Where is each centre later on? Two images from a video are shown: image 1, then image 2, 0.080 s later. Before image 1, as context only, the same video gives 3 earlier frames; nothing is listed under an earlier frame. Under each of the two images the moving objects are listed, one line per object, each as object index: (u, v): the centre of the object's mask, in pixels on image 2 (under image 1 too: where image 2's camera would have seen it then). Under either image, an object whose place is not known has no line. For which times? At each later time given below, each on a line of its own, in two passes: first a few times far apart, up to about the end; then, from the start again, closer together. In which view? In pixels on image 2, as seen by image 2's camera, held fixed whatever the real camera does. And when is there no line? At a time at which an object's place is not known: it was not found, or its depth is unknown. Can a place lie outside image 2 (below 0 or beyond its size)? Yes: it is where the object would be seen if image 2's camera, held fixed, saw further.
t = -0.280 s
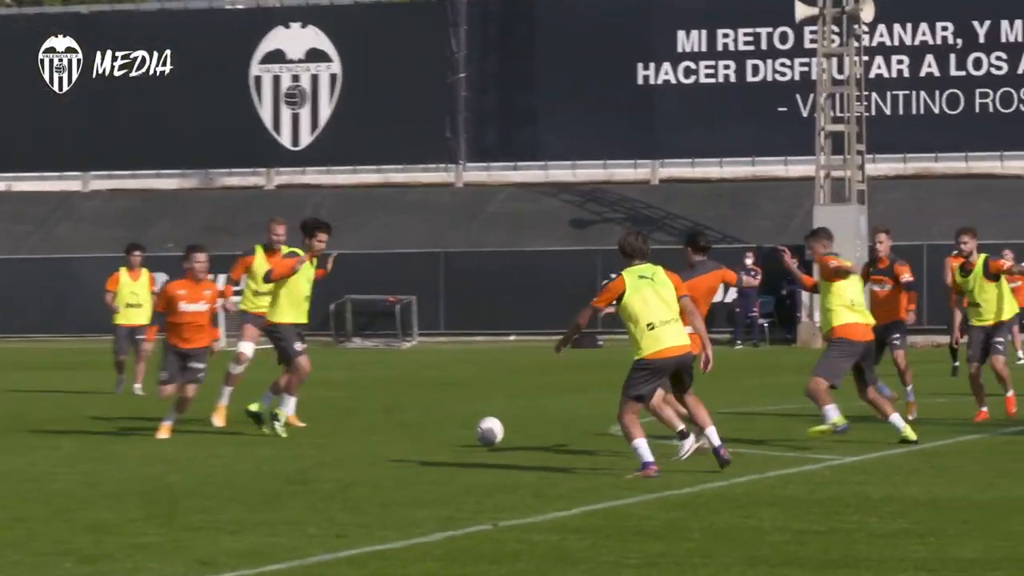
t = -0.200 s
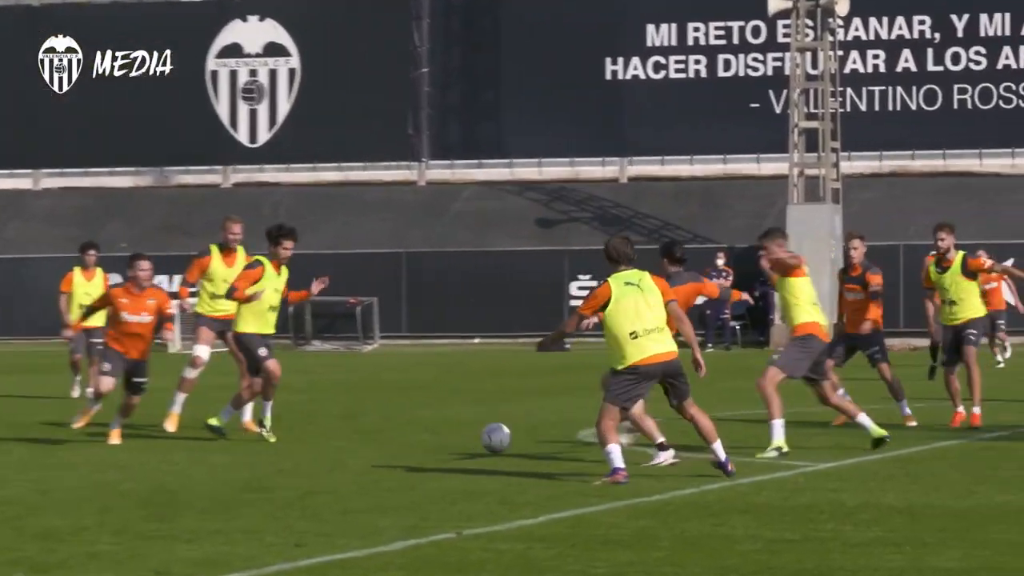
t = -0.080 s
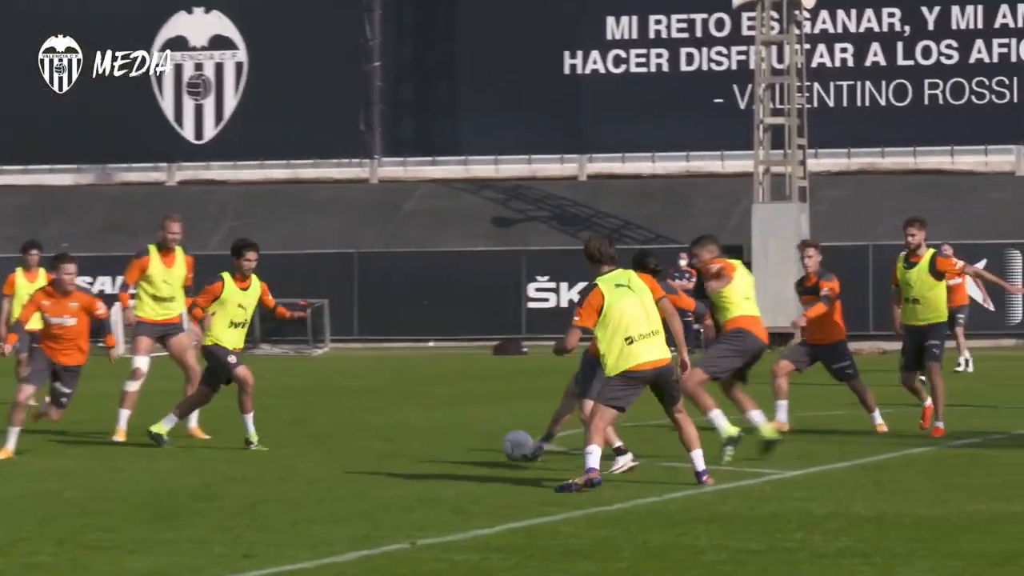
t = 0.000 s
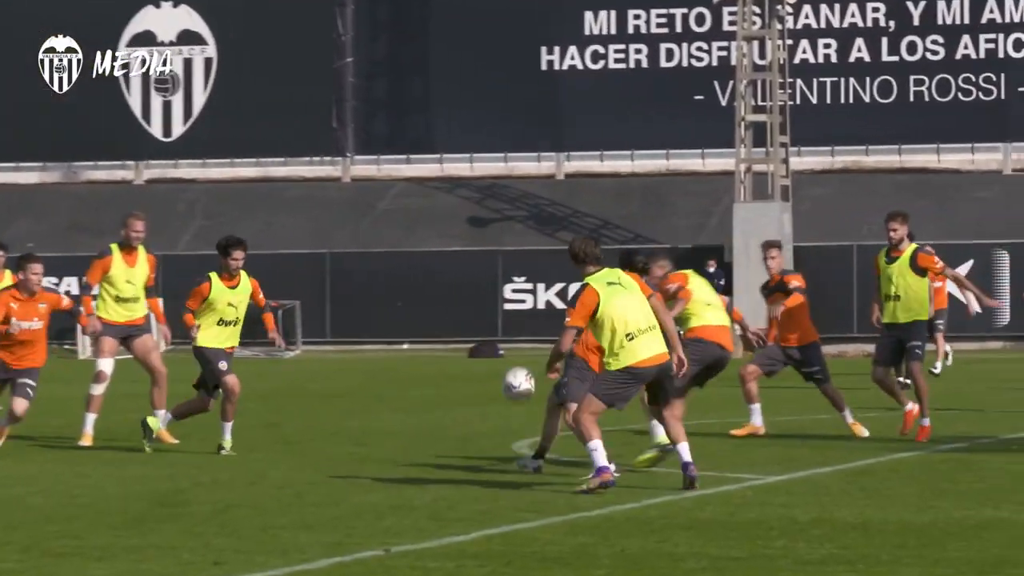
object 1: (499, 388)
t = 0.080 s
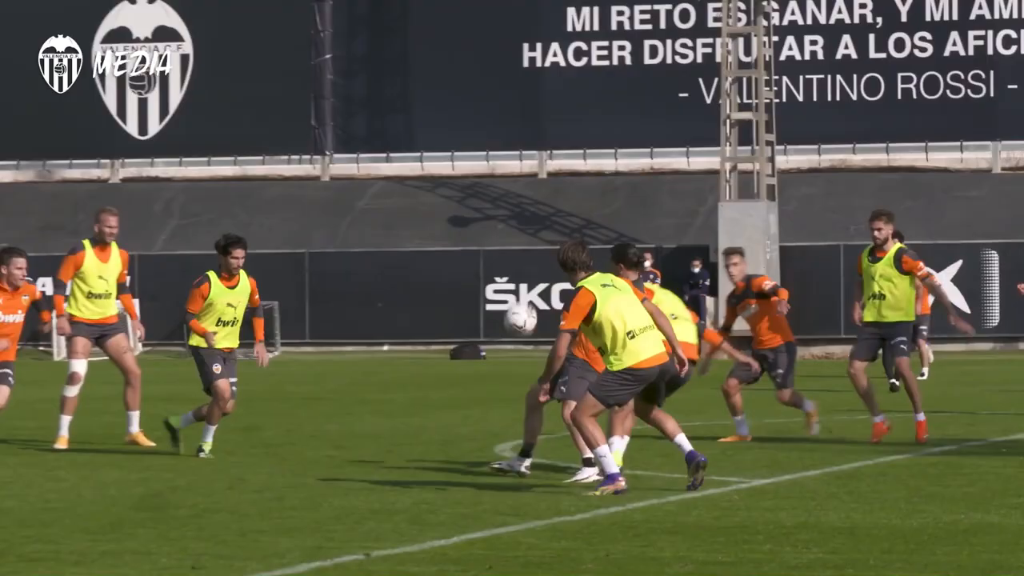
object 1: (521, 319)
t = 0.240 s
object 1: (559, 213)
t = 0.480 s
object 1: (617, 121)
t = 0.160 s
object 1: (540, 262)
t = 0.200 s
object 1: (550, 235)
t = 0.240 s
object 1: (559, 213)
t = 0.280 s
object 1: (568, 191)
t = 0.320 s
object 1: (579, 175)
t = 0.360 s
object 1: (586, 157)
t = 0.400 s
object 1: (597, 143)
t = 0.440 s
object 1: (607, 131)
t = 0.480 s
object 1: (617, 121)
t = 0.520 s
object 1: (626, 113)
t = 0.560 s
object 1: (636, 108)
